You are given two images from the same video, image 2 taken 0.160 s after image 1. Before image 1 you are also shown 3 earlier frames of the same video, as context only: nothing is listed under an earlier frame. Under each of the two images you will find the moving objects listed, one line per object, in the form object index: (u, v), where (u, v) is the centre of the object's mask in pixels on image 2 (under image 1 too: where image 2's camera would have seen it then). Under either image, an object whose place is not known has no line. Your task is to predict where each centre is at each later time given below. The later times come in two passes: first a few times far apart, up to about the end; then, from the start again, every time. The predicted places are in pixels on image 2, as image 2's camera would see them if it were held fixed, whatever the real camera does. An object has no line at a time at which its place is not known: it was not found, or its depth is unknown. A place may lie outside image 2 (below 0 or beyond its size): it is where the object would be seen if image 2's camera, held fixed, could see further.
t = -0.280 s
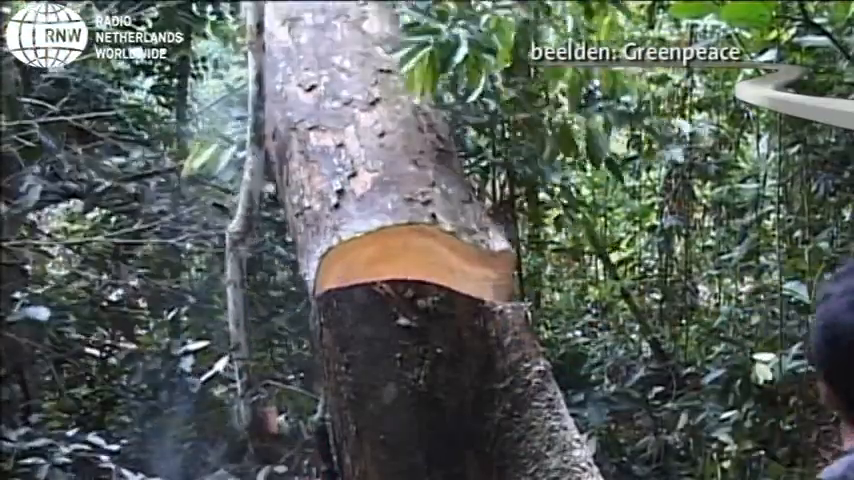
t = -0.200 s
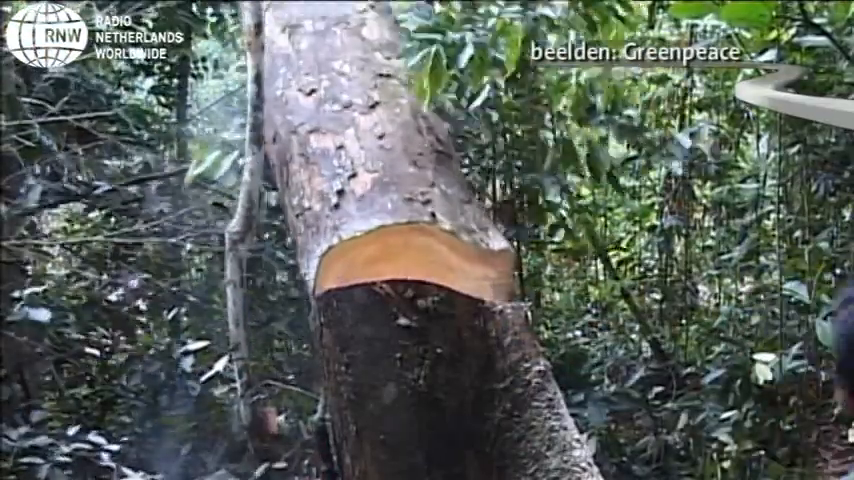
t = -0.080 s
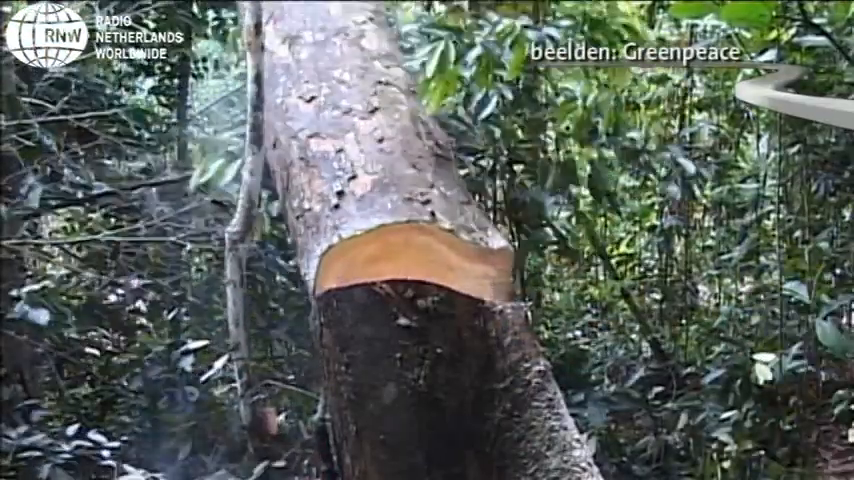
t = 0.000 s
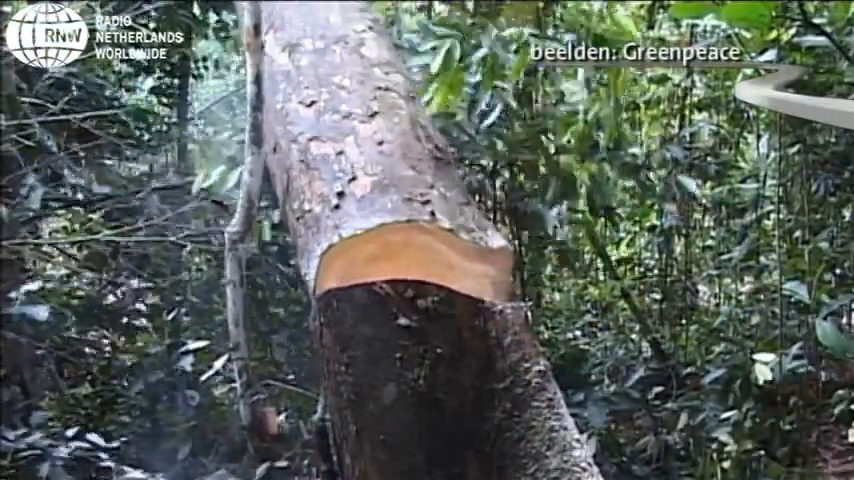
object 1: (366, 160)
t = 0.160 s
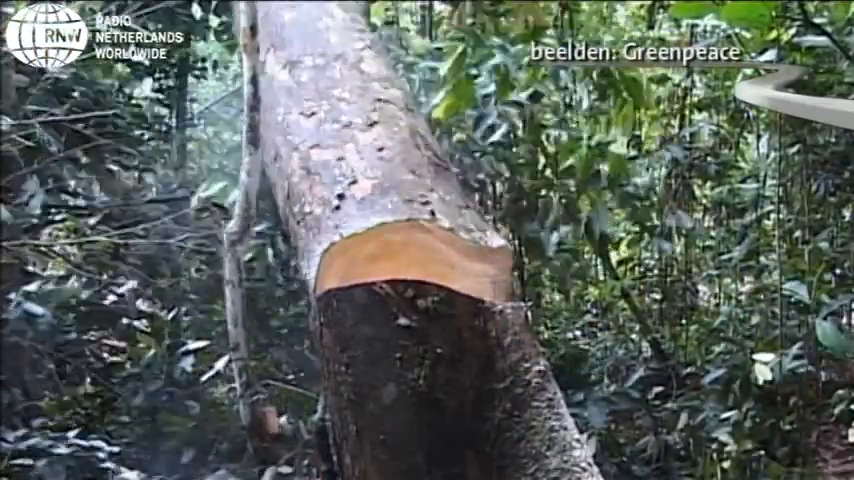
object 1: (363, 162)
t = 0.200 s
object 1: (363, 163)
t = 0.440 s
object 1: (357, 172)
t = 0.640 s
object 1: (354, 183)
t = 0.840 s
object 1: (348, 198)
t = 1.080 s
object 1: (326, 217)
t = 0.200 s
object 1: (363, 163)
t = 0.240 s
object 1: (361, 164)
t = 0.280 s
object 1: (361, 165)
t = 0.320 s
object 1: (359, 166)
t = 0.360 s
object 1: (359, 168)
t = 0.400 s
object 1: (358, 170)
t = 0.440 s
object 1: (357, 172)
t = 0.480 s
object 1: (356, 174)
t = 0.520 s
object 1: (356, 175)
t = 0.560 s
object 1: (355, 178)
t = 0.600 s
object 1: (354, 180)
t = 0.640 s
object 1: (354, 183)
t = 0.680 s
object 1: (354, 186)
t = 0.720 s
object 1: (353, 188)
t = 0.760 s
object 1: (351, 190)
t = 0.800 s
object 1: (350, 193)
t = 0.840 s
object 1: (348, 198)
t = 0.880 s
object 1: (346, 200)
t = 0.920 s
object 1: (345, 204)
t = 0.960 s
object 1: (343, 209)
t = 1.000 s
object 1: (340, 209)
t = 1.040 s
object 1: (334, 213)
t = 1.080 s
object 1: (326, 217)
